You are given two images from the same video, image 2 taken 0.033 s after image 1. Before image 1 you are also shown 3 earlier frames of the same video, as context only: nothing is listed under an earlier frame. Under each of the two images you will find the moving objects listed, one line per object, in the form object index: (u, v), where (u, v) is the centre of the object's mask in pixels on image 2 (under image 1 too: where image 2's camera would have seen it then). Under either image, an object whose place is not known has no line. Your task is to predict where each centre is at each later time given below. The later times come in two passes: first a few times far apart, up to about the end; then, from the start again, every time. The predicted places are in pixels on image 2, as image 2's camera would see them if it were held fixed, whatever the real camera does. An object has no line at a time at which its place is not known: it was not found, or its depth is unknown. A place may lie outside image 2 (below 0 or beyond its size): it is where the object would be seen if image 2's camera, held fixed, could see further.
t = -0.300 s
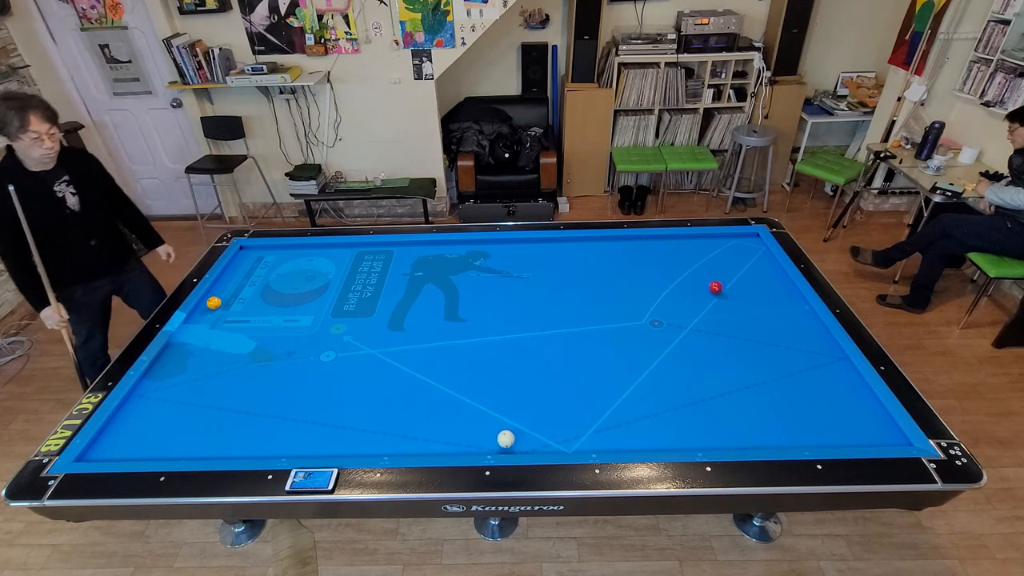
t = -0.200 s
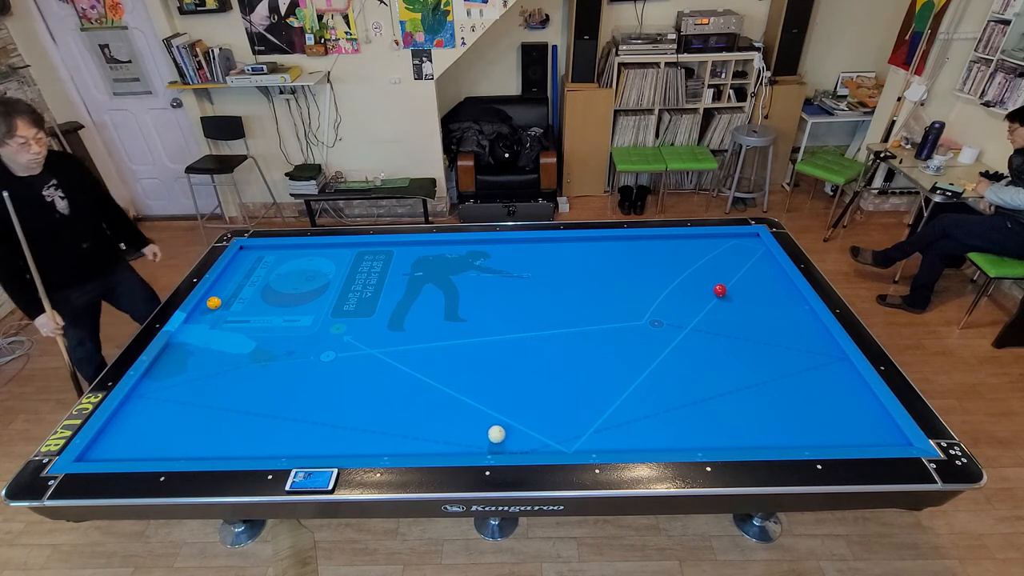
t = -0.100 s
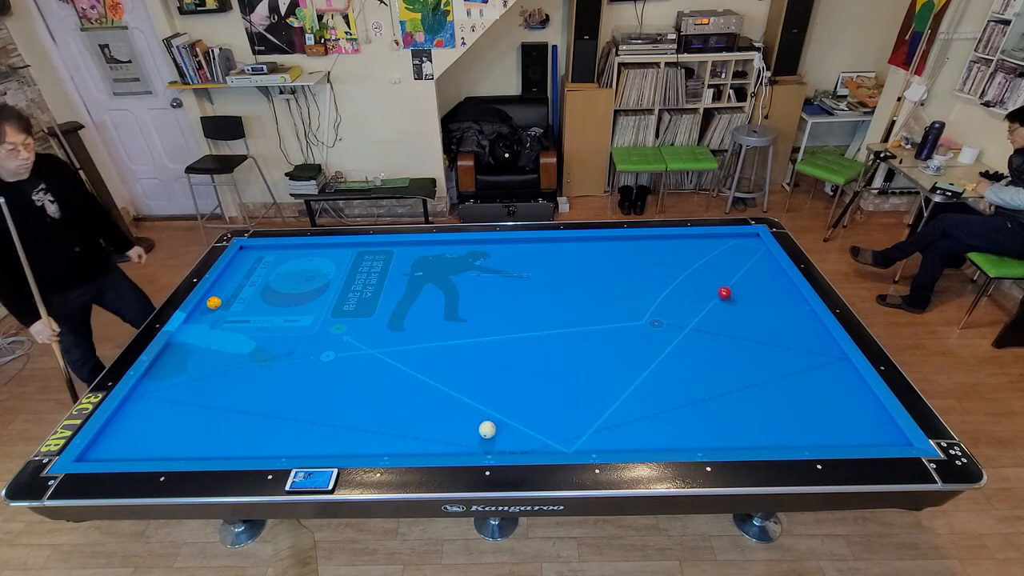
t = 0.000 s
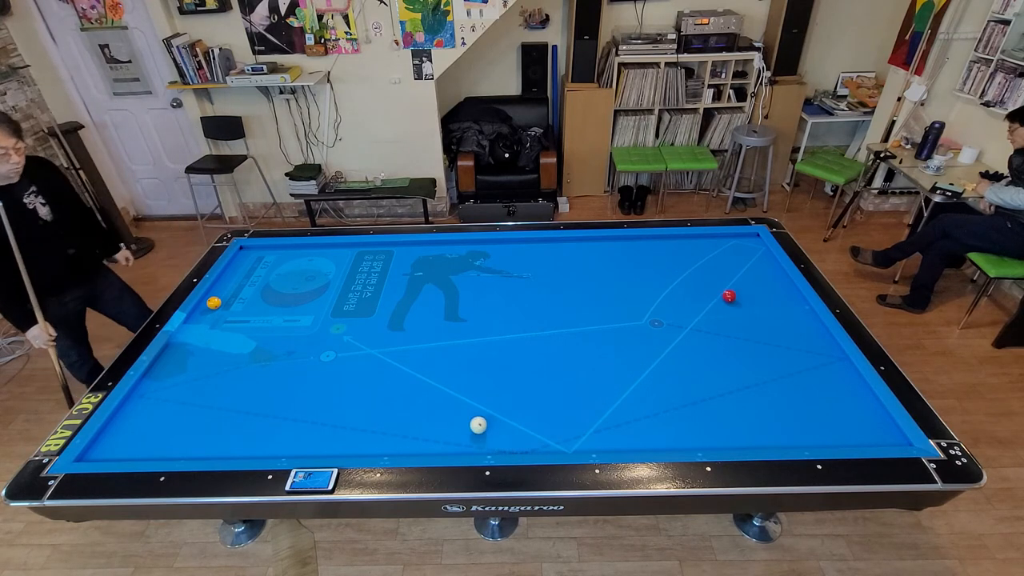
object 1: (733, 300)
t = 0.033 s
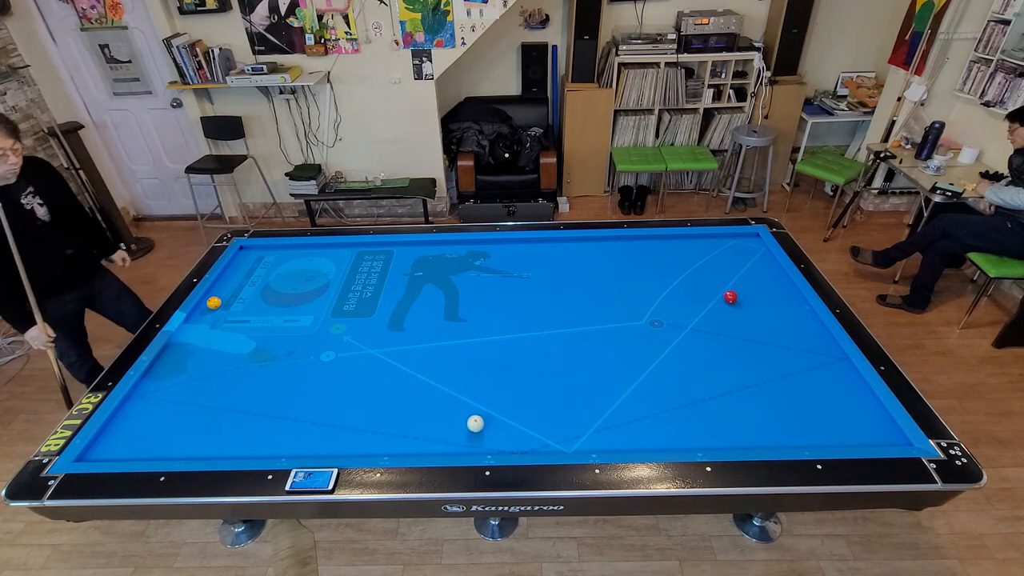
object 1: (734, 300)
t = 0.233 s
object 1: (743, 307)
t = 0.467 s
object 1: (754, 313)
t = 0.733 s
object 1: (763, 320)
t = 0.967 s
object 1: (773, 326)
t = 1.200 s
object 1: (783, 333)
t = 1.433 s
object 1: (792, 339)
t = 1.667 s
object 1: (801, 346)
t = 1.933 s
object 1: (810, 352)
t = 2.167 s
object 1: (817, 357)
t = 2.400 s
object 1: (823, 361)
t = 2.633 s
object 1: (830, 366)
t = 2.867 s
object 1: (837, 371)
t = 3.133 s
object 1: (844, 377)
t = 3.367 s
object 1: (849, 381)
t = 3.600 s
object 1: (855, 385)
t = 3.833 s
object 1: (859, 388)
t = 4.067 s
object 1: (862, 391)
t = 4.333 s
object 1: (866, 394)
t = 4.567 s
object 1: (868, 396)
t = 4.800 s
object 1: (869, 397)
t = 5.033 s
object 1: (870, 398)
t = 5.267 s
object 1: (870, 398)
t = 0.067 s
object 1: (735, 302)
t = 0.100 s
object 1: (738, 303)
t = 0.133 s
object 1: (739, 305)
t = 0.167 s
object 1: (741, 306)
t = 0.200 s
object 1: (742, 306)
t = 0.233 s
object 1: (743, 307)
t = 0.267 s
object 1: (745, 309)
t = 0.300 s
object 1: (747, 310)
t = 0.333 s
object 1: (748, 311)
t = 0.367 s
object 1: (749, 311)
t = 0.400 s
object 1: (751, 312)
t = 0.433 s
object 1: (752, 313)
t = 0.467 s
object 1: (754, 313)
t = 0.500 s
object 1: (753, 313)
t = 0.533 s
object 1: (755, 314)
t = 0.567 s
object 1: (756, 315)
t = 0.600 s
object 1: (758, 316)
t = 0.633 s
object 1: (759, 317)
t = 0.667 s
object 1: (761, 318)
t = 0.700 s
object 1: (762, 319)
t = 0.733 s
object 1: (763, 320)
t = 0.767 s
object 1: (765, 321)
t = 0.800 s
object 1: (766, 322)
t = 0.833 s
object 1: (767, 323)
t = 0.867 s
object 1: (769, 323)
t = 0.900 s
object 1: (771, 325)
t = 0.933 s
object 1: (772, 325)
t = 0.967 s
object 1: (773, 326)
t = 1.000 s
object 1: (774, 327)
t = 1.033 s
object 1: (776, 329)
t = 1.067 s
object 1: (777, 329)
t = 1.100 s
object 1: (779, 330)
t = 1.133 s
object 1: (780, 331)
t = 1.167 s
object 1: (782, 332)
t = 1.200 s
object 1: (783, 333)
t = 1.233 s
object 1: (784, 334)
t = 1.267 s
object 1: (786, 335)
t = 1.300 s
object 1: (787, 336)
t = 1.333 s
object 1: (788, 337)
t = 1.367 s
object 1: (789, 338)
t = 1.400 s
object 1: (791, 339)
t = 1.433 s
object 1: (792, 339)
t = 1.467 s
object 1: (793, 340)
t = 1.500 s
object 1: (795, 341)
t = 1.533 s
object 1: (796, 342)
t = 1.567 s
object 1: (797, 343)
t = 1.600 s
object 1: (798, 344)
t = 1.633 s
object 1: (800, 345)
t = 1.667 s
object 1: (801, 346)
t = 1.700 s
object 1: (802, 347)
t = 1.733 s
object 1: (804, 348)
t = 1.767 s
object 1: (805, 348)
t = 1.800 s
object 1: (806, 349)
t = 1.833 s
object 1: (807, 350)
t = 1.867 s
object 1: (808, 351)
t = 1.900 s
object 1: (809, 351)
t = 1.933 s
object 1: (810, 352)
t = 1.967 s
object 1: (811, 353)
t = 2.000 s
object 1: (812, 354)
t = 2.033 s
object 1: (814, 355)
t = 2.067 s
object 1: (814, 355)
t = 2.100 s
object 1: (815, 356)
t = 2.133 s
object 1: (818, 358)
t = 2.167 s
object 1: (817, 357)
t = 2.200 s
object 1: (818, 357)
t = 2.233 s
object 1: (818, 357)
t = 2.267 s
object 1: (820, 358)
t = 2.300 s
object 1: (820, 359)
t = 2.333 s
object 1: (822, 360)
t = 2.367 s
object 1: (823, 360)
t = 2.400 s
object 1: (823, 361)
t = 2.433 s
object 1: (825, 362)
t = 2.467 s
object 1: (826, 362)
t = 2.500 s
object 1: (827, 363)
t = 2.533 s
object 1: (828, 364)
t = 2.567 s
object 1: (829, 365)
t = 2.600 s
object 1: (830, 365)
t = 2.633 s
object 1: (830, 366)
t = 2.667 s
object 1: (831, 367)
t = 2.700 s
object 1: (833, 368)
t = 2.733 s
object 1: (833, 368)
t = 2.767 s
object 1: (834, 369)
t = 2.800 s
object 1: (835, 370)
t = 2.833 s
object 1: (836, 370)
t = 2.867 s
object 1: (837, 371)
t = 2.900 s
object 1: (838, 372)
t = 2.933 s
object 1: (839, 373)
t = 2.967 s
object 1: (840, 374)
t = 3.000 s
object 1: (841, 374)
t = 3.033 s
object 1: (842, 375)
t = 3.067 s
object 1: (843, 376)
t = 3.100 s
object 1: (843, 376)
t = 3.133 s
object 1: (844, 377)
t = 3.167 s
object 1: (845, 377)
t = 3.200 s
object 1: (846, 378)
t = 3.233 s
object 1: (847, 379)
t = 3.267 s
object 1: (847, 379)
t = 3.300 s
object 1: (848, 380)
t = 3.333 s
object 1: (849, 380)
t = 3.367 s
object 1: (849, 381)
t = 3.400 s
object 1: (850, 382)
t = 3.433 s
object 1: (851, 382)
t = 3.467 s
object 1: (852, 383)
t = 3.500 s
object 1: (852, 383)
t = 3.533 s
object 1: (853, 384)
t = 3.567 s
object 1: (854, 384)
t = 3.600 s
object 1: (855, 385)
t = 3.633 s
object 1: (855, 385)
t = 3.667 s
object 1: (856, 386)
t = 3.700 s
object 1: (856, 386)
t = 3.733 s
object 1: (857, 387)
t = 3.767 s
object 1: (857, 387)
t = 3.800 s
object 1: (858, 388)
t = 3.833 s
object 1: (859, 388)
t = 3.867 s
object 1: (859, 389)
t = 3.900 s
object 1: (860, 389)
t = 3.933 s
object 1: (860, 389)
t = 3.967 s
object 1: (861, 390)
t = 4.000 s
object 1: (861, 390)
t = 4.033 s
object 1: (862, 391)
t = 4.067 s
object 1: (862, 391)
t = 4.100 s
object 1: (863, 391)
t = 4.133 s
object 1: (863, 392)
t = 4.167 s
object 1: (864, 392)
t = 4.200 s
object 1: (864, 392)
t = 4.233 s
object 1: (865, 393)
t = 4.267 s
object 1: (865, 393)
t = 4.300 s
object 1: (865, 394)
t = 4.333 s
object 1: (866, 394)
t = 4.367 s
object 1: (866, 394)
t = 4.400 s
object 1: (866, 394)
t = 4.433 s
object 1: (866, 394)
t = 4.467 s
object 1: (867, 395)
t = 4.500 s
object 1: (867, 395)
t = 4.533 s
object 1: (867, 395)
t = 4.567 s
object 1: (868, 396)
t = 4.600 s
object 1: (868, 396)
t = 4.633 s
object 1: (868, 396)
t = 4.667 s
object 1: (868, 396)
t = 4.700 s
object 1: (868, 396)
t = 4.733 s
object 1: (869, 397)
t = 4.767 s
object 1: (869, 397)
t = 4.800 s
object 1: (869, 397)
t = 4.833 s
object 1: (869, 397)
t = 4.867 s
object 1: (869, 397)
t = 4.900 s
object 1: (870, 397)
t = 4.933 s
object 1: (870, 397)
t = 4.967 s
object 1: (870, 397)
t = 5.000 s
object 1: (870, 397)
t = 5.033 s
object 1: (870, 398)
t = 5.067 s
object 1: (870, 398)
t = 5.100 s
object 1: (870, 398)
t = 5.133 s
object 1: (870, 398)
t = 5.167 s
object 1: (870, 398)
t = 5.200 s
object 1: (870, 398)
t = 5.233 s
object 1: (870, 398)
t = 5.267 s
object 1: (870, 398)
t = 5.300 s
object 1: (870, 398)
